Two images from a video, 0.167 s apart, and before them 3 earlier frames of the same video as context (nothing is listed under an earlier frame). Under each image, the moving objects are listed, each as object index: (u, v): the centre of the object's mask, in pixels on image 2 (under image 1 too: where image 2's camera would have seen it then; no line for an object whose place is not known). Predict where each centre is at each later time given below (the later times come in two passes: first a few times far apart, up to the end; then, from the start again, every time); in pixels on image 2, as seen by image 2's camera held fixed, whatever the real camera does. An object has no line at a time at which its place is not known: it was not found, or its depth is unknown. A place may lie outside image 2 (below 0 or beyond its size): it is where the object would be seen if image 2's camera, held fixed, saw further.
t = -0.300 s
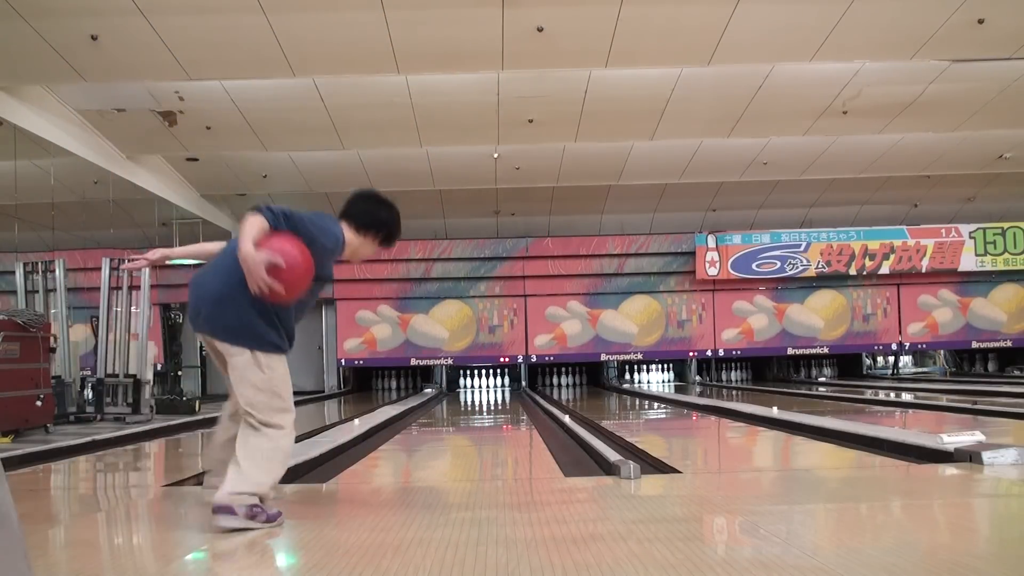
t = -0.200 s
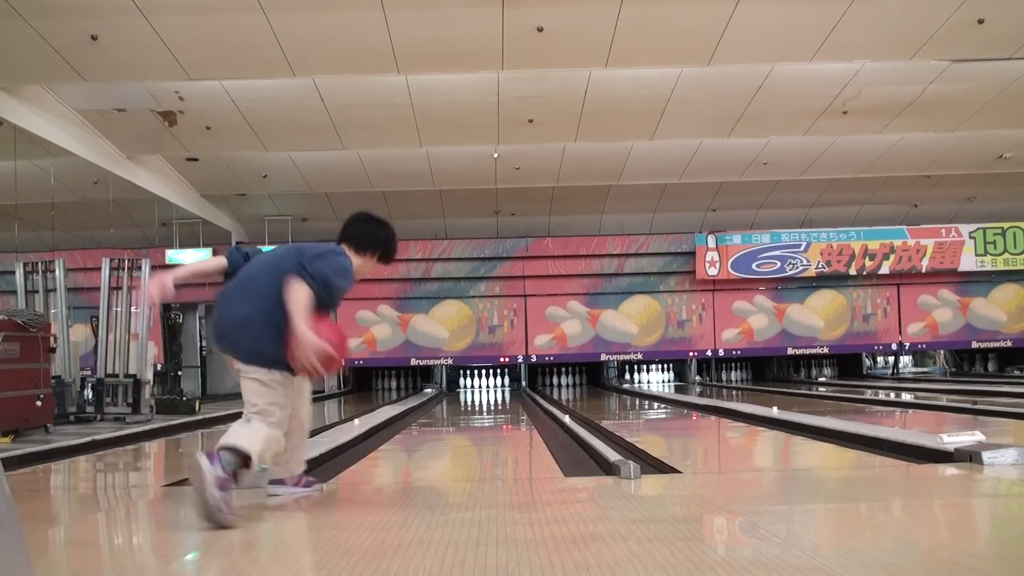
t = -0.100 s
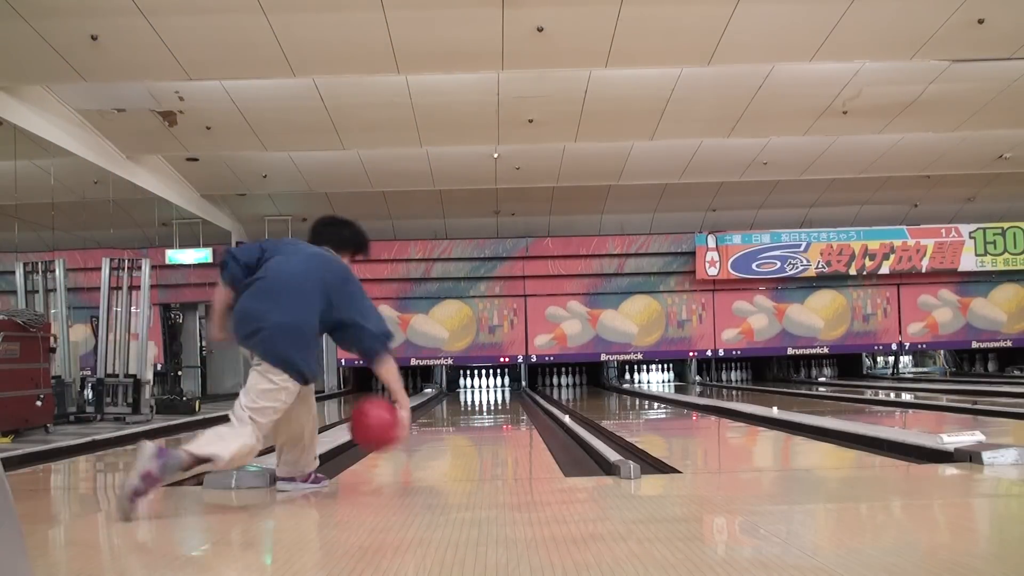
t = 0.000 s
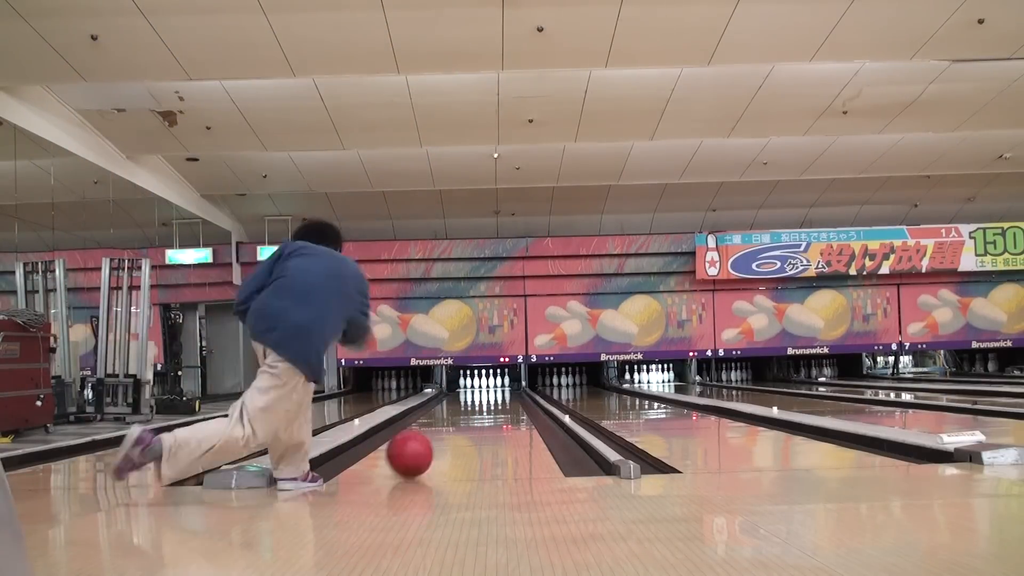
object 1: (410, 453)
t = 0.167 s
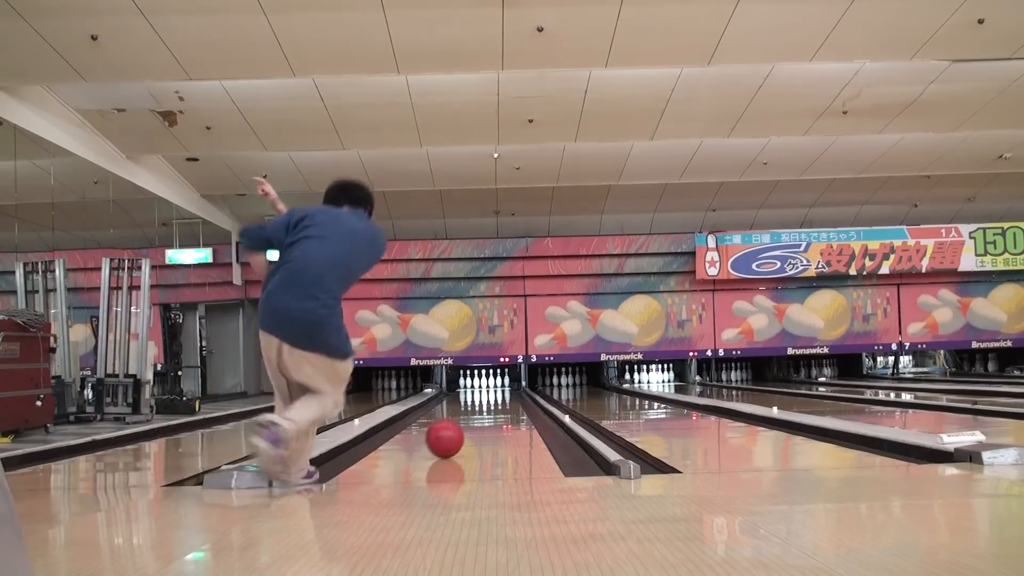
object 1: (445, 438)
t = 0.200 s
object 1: (450, 436)
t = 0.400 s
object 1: (476, 423)
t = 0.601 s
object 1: (494, 414)
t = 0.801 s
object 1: (508, 407)
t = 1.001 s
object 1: (517, 403)
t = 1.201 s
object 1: (523, 398)
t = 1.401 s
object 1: (528, 399)
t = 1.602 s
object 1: (526, 397)
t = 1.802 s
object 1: (523, 395)
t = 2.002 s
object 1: (521, 393)
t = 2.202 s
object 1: (520, 390)
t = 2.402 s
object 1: (518, 389)
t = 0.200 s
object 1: (450, 436)
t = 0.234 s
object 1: (455, 434)
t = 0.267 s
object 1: (460, 431)
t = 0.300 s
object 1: (465, 429)
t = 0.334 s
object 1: (469, 427)
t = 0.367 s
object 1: (472, 425)
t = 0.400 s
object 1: (476, 423)
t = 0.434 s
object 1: (480, 422)
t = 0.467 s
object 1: (483, 420)
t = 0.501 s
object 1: (486, 419)
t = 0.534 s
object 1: (489, 417)
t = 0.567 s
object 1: (492, 416)
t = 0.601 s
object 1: (494, 414)
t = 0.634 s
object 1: (497, 413)
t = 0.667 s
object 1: (499, 411)
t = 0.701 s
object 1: (501, 411)
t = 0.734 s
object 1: (504, 410)
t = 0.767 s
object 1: (506, 408)
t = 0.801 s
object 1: (508, 407)
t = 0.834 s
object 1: (510, 407)
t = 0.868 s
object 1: (511, 406)
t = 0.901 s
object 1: (513, 405)
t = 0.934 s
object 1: (514, 404)
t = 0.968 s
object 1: (515, 404)
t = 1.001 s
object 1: (517, 403)
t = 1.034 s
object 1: (518, 402)
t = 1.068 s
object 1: (519, 401)
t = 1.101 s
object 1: (520, 400)
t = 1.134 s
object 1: (521, 400)
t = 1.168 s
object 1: (522, 399)
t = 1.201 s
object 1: (523, 398)
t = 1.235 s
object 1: (524, 398)
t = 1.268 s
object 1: (525, 398)
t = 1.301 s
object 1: (527, 399)
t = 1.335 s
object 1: (528, 400)
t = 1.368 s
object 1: (528, 400)
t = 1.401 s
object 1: (528, 399)
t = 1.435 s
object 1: (527, 398)
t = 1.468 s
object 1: (527, 398)
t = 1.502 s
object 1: (527, 398)
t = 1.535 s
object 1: (527, 398)
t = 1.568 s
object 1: (526, 398)
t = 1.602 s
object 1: (526, 397)
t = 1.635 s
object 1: (526, 397)
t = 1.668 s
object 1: (525, 396)
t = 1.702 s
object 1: (525, 396)
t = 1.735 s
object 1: (524, 396)
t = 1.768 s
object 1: (524, 395)
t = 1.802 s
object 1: (523, 395)
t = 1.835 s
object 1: (523, 395)
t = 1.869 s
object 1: (523, 394)
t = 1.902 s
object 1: (522, 394)
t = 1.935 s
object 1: (522, 393)
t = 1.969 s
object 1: (522, 393)
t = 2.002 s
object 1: (521, 393)
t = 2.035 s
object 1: (521, 392)
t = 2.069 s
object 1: (521, 392)
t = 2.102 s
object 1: (520, 392)
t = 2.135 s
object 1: (520, 391)
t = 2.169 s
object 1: (520, 391)
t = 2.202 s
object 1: (520, 390)
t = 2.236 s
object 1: (519, 390)
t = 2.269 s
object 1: (519, 390)
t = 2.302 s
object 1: (519, 390)
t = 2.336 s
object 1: (519, 389)
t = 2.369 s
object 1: (518, 389)
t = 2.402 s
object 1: (518, 389)
